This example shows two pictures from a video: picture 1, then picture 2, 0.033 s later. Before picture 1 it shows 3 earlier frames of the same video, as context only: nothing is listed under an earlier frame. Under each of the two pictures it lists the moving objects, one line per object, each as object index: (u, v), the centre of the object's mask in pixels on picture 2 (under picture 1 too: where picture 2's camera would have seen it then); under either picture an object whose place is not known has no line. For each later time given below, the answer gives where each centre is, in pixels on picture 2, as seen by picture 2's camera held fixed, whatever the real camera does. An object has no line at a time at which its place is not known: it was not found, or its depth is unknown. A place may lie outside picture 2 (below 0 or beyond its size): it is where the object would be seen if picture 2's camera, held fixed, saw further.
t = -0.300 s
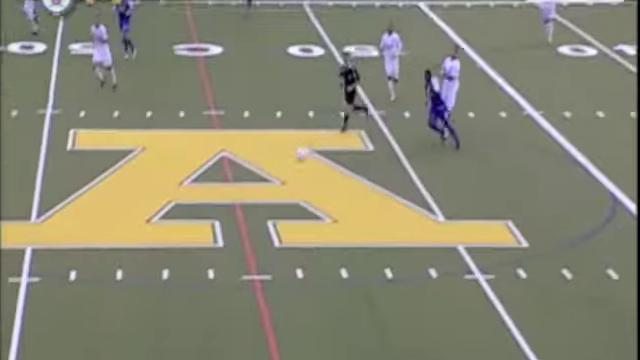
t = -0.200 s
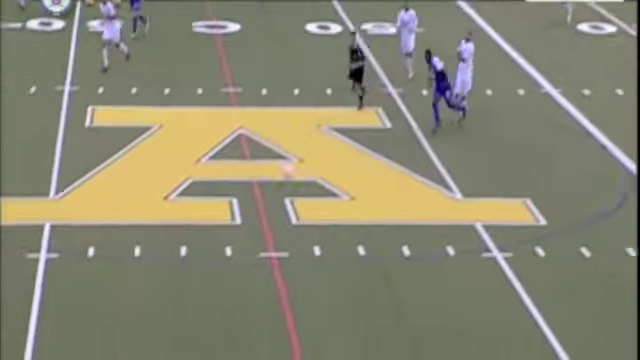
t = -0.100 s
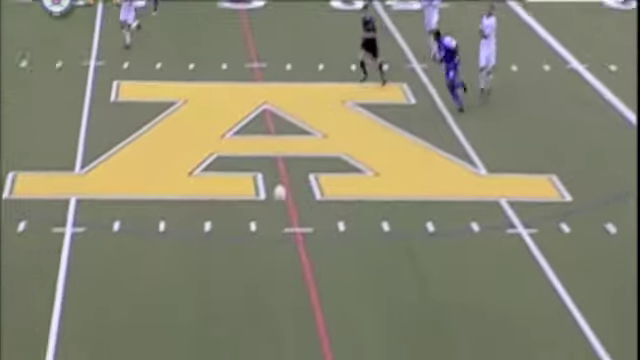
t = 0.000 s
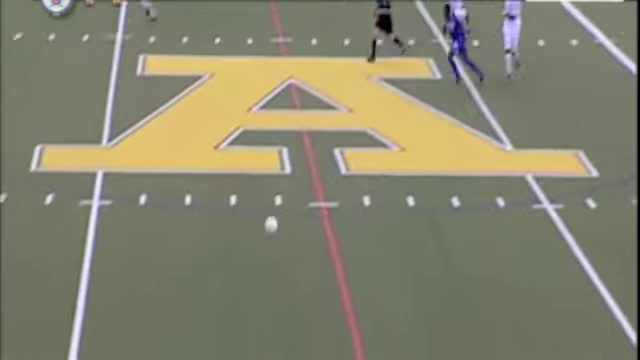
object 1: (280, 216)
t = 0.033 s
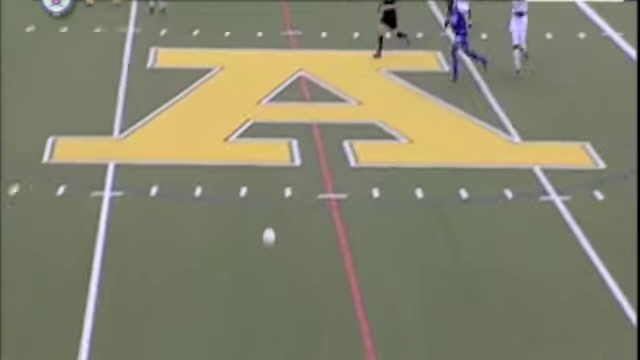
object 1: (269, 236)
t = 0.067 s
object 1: (257, 258)
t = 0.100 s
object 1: (245, 282)
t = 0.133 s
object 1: (236, 283)
